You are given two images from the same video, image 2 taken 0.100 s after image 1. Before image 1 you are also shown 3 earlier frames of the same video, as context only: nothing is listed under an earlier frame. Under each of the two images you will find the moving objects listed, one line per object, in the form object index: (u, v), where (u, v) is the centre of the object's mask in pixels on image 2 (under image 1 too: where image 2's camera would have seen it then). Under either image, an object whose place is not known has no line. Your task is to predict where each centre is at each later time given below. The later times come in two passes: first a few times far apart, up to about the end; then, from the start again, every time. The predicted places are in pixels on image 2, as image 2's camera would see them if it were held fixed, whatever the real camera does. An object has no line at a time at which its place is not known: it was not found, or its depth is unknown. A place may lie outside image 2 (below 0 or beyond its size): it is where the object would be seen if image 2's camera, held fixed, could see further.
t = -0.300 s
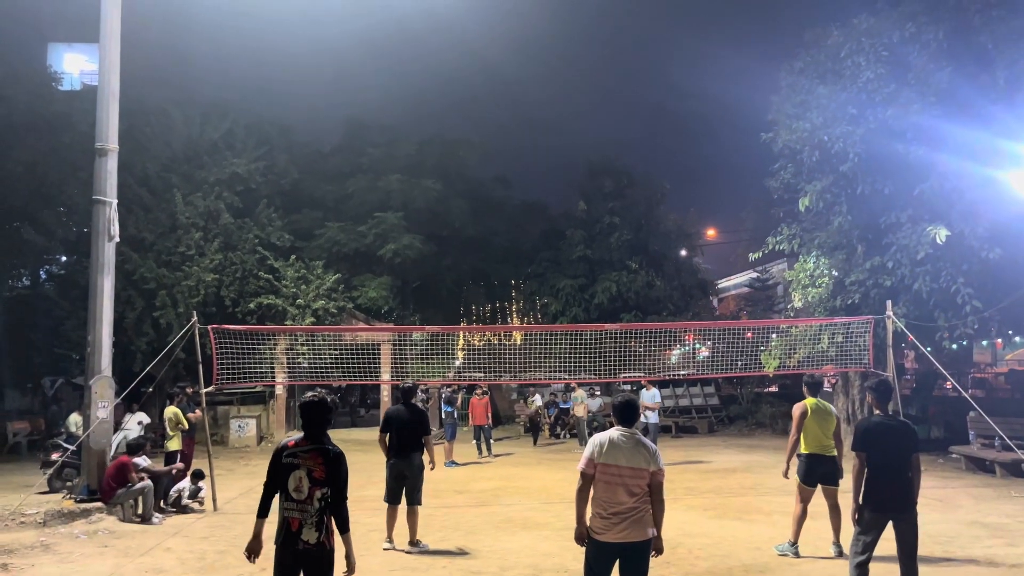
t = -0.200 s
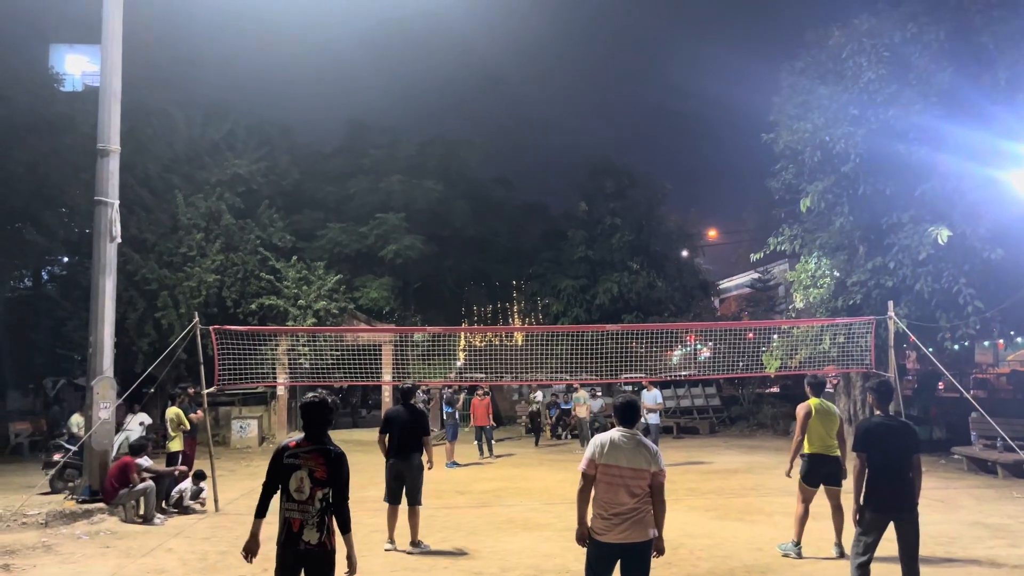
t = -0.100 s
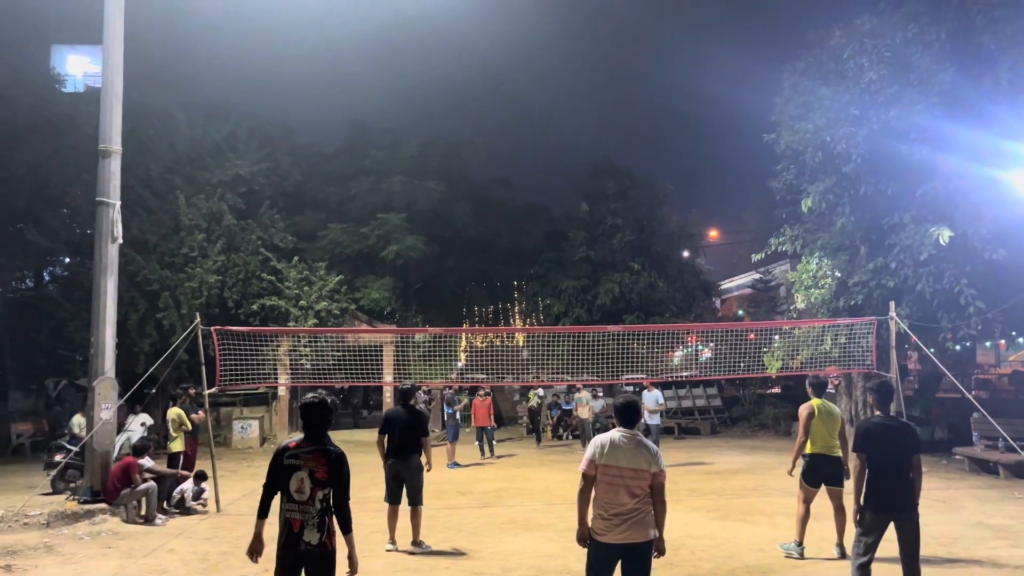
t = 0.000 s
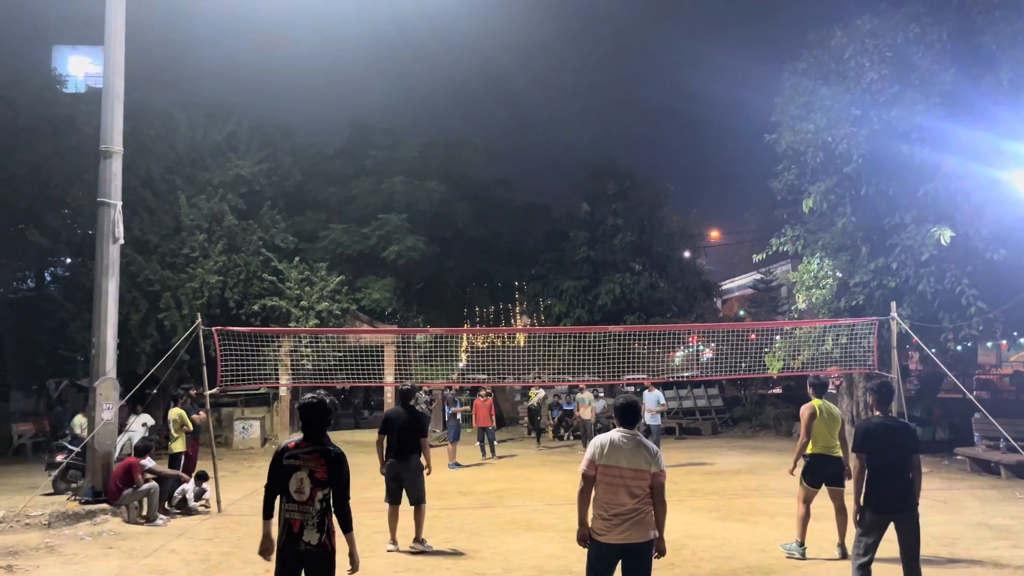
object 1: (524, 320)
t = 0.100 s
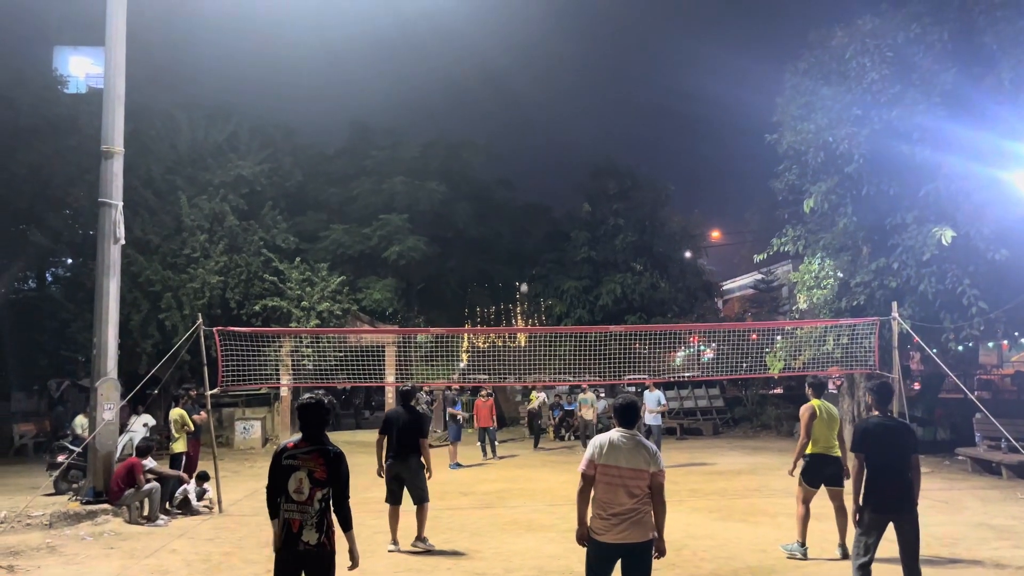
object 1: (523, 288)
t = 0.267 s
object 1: (520, 239)
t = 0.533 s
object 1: (512, 177)
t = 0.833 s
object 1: (501, 137)
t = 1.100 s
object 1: (489, 145)
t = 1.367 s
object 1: (474, 224)
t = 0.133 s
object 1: (523, 278)
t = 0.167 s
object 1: (522, 268)
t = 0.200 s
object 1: (522, 258)
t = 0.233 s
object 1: (521, 249)
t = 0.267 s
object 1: (520, 239)
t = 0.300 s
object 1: (519, 230)
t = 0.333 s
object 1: (518, 222)
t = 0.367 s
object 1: (517, 214)
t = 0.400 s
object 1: (516, 206)
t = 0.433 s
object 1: (515, 198)
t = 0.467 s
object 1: (514, 191)
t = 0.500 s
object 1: (513, 184)
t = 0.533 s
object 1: (512, 177)
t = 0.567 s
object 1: (511, 171)
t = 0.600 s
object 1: (510, 165)
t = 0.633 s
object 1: (509, 160)
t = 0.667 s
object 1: (508, 155)
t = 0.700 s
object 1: (506, 150)
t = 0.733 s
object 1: (505, 146)
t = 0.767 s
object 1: (504, 142)
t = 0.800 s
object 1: (502, 139)
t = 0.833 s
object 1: (501, 137)
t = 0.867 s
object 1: (499, 136)
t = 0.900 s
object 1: (498, 134)
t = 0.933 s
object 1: (497, 134)
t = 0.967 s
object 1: (495, 135)
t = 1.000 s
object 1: (494, 136)
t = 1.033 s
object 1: (492, 138)
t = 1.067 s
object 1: (491, 141)
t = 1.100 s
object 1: (489, 145)
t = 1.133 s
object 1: (487, 150)
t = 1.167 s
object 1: (486, 157)
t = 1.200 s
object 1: (484, 164)
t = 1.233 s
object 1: (483, 172)
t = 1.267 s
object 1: (480, 183)
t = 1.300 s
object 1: (478, 194)
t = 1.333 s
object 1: (476, 208)
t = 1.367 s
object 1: (474, 224)
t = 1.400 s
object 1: (472, 242)
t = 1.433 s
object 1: (469, 261)
